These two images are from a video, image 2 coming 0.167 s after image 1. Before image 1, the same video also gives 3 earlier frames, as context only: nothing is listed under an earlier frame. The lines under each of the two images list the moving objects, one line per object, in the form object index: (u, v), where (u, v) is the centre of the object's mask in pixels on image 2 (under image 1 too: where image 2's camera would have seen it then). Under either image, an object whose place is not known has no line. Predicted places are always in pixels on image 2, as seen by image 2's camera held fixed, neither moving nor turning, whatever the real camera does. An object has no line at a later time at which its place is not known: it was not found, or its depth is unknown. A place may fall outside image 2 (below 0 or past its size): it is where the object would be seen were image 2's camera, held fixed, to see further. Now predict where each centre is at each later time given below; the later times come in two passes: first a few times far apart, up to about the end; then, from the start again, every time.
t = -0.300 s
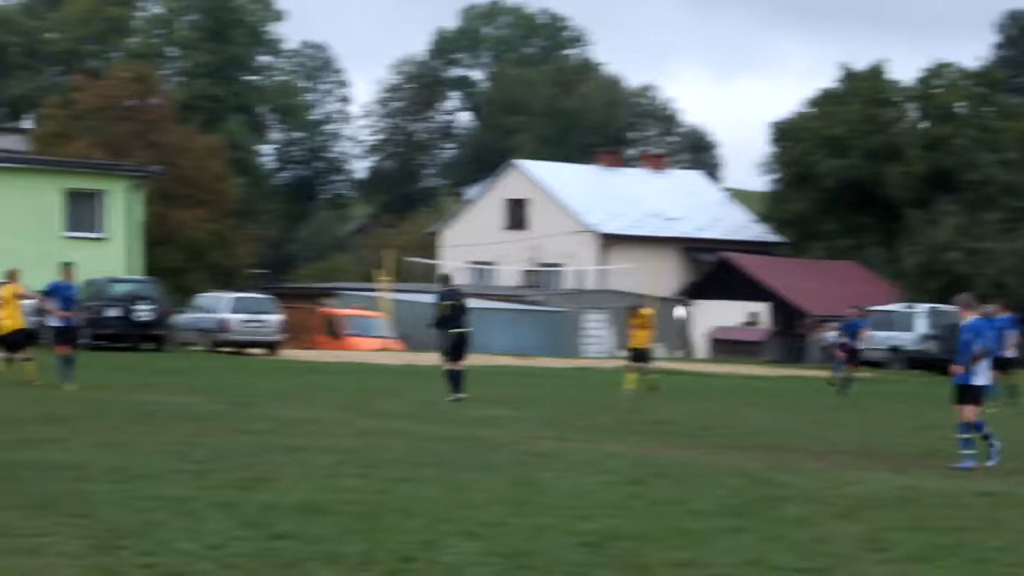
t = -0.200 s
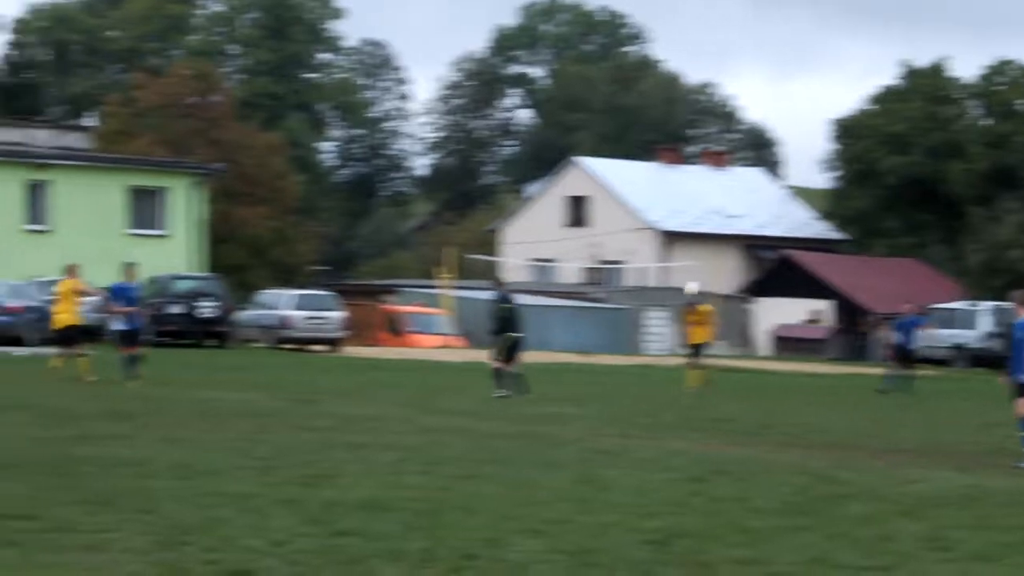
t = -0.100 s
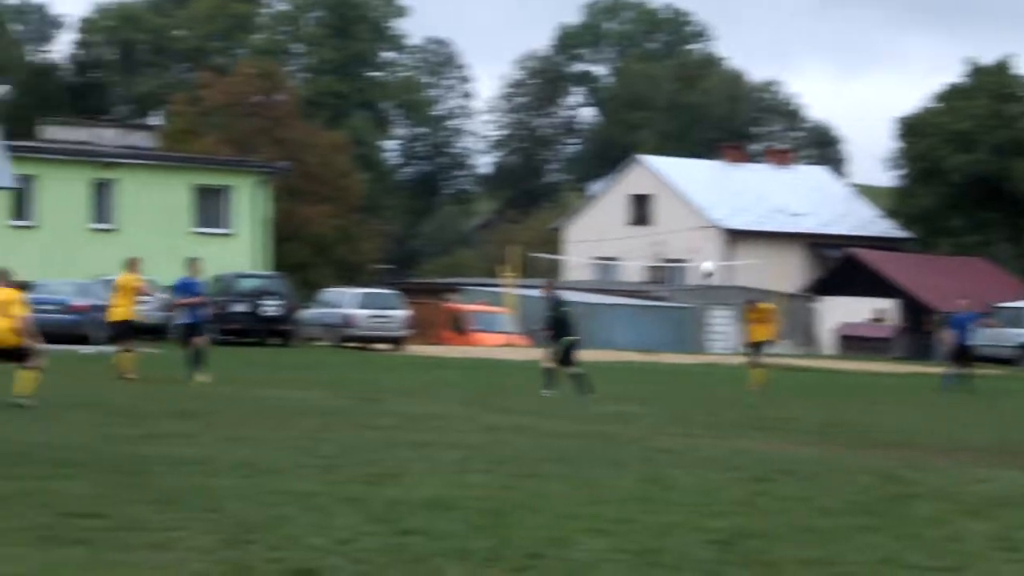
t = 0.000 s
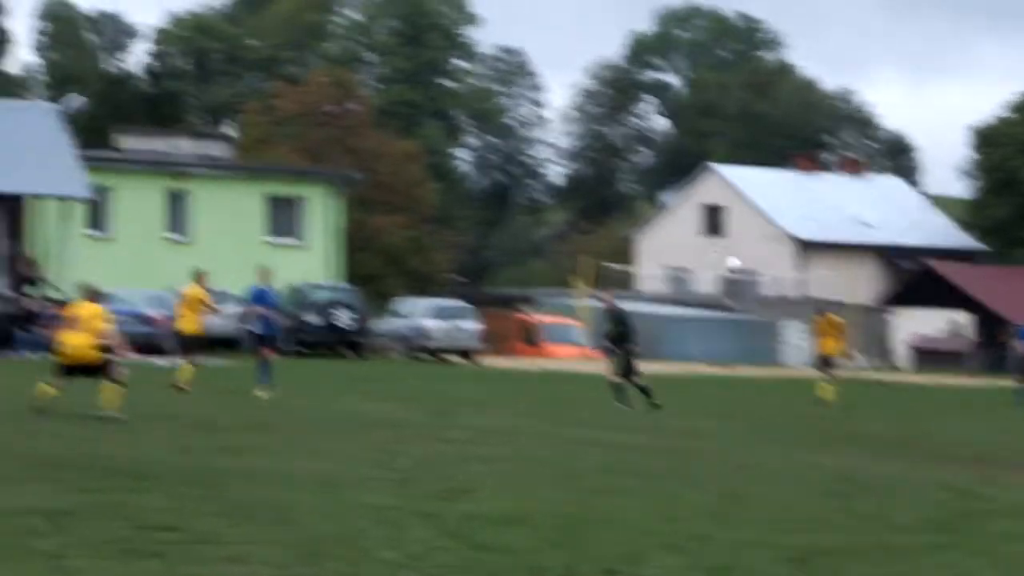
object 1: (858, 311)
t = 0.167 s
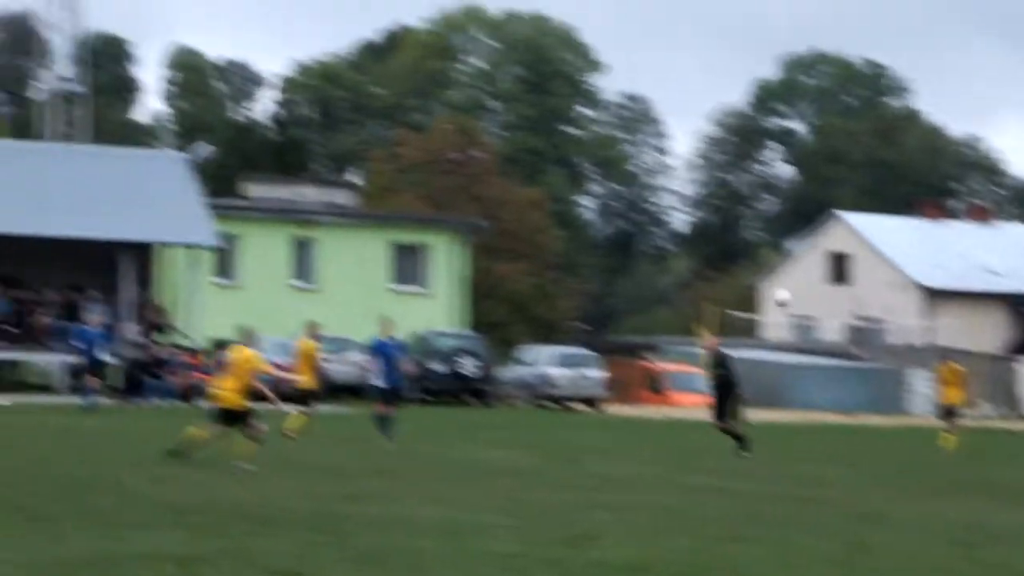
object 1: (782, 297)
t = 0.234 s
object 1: (751, 294)
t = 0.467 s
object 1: (653, 306)
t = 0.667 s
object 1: (573, 350)
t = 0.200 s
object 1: (766, 295)
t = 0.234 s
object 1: (751, 294)
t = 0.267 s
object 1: (738, 294)
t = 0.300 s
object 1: (723, 295)
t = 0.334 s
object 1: (709, 296)
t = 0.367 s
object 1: (696, 298)
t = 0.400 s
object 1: (682, 300)
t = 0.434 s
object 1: (667, 302)
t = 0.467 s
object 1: (653, 306)
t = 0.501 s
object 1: (639, 311)
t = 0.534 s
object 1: (625, 317)
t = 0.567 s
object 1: (612, 324)
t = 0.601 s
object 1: (600, 333)
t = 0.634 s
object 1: (587, 340)
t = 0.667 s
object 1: (573, 350)
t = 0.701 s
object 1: (561, 361)
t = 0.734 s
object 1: (542, 374)
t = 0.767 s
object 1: (532, 388)
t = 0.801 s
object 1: (518, 403)
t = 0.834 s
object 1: (505, 420)
